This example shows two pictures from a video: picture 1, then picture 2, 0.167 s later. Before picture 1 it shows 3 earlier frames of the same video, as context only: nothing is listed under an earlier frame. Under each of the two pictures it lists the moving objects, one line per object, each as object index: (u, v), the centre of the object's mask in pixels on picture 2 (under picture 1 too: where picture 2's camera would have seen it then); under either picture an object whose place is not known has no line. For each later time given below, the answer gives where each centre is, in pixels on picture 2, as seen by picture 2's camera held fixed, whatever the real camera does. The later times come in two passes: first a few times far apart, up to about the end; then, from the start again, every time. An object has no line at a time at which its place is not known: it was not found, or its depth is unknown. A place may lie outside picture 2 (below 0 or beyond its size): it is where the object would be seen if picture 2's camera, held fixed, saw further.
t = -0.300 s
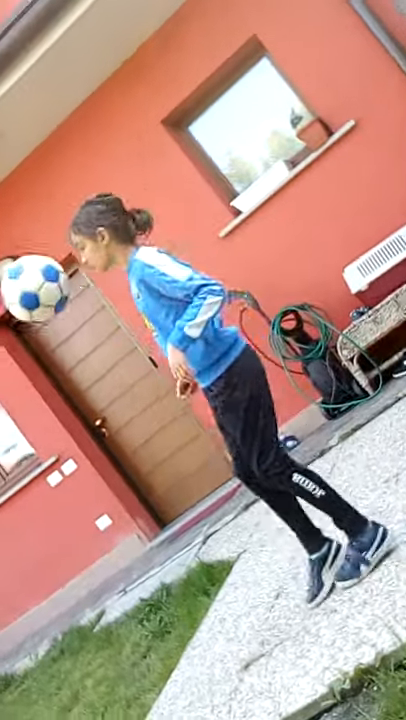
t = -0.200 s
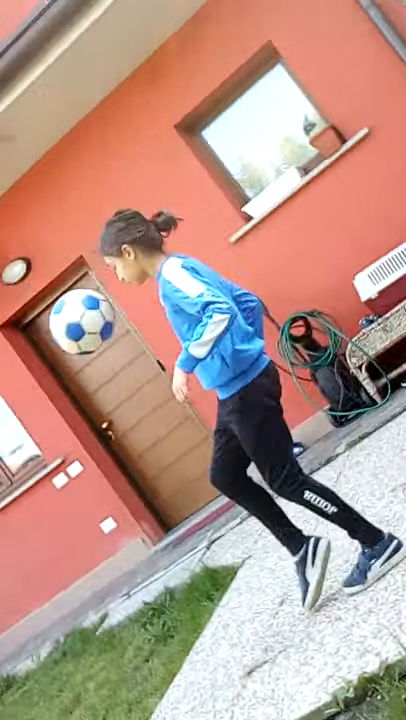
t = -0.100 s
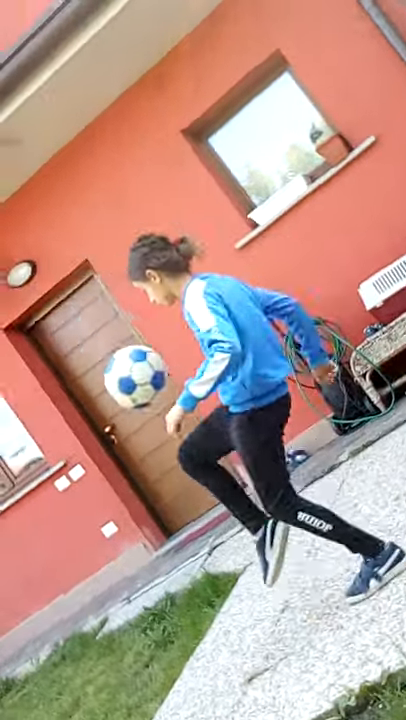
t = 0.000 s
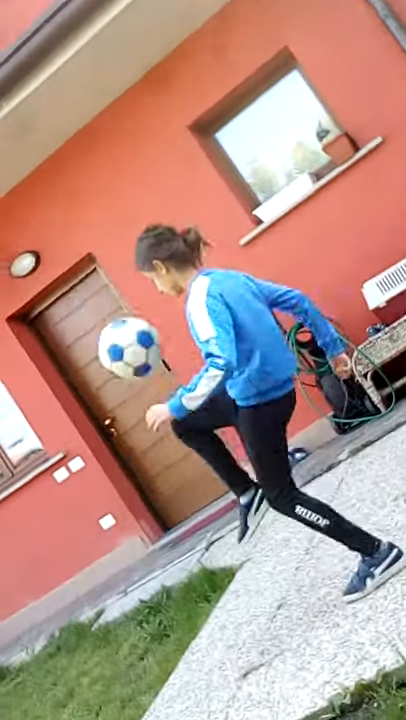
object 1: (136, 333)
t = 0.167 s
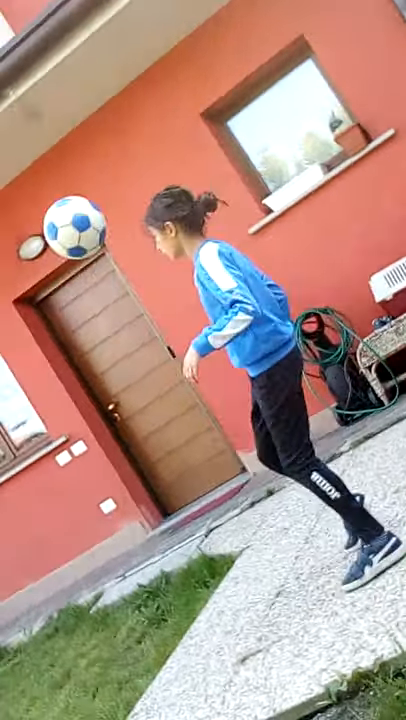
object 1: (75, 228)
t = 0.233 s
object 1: (62, 205)
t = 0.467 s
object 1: (67, 204)
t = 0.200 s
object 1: (67, 214)
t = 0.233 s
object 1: (62, 205)
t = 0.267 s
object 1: (58, 197)
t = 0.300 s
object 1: (56, 192)
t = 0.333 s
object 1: (55, 190)
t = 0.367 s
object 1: (56, 190)
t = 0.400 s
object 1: (58, 193)
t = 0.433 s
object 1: (61, 197)
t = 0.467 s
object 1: (67, 204)
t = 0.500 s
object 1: (74, 214)
